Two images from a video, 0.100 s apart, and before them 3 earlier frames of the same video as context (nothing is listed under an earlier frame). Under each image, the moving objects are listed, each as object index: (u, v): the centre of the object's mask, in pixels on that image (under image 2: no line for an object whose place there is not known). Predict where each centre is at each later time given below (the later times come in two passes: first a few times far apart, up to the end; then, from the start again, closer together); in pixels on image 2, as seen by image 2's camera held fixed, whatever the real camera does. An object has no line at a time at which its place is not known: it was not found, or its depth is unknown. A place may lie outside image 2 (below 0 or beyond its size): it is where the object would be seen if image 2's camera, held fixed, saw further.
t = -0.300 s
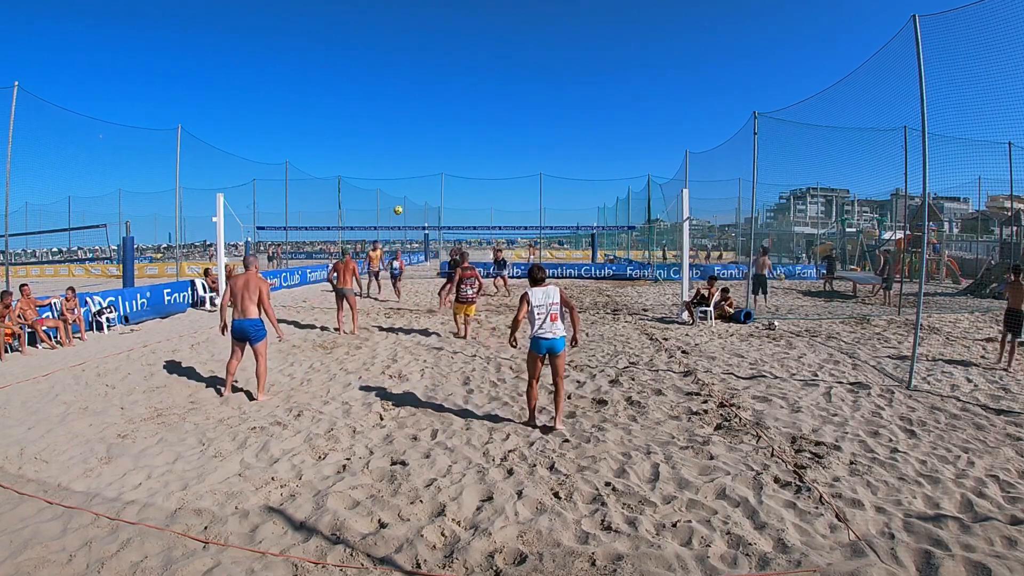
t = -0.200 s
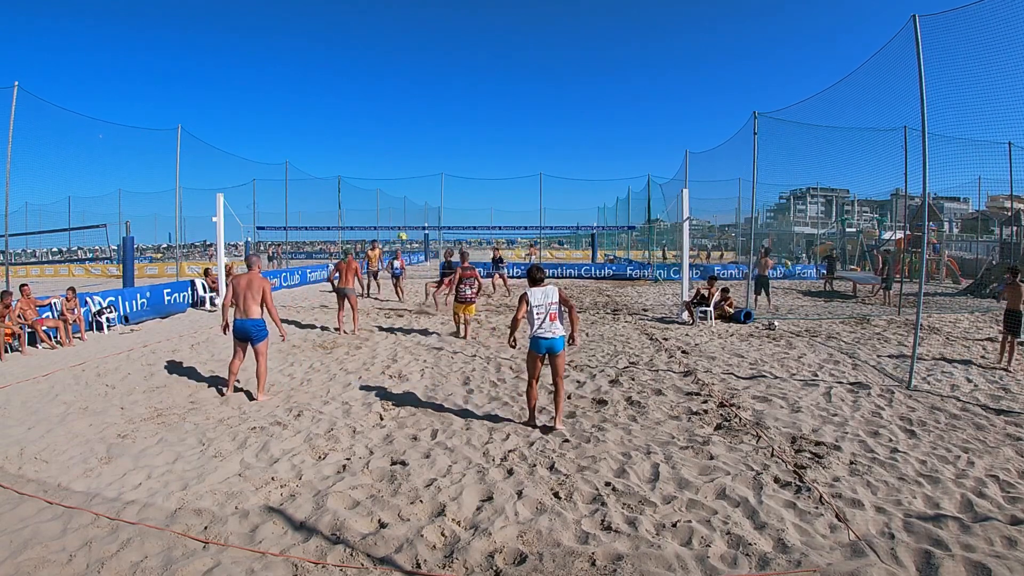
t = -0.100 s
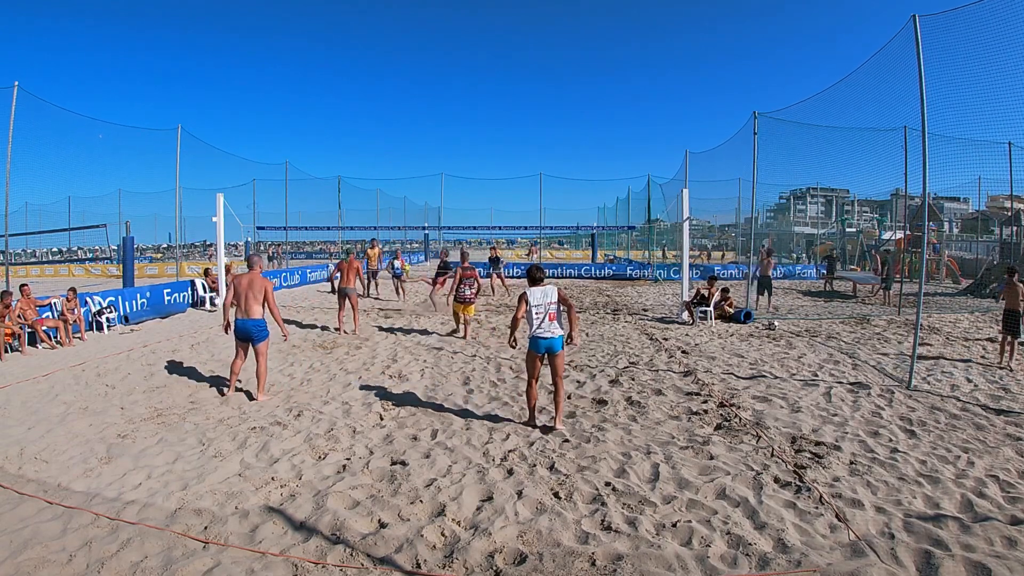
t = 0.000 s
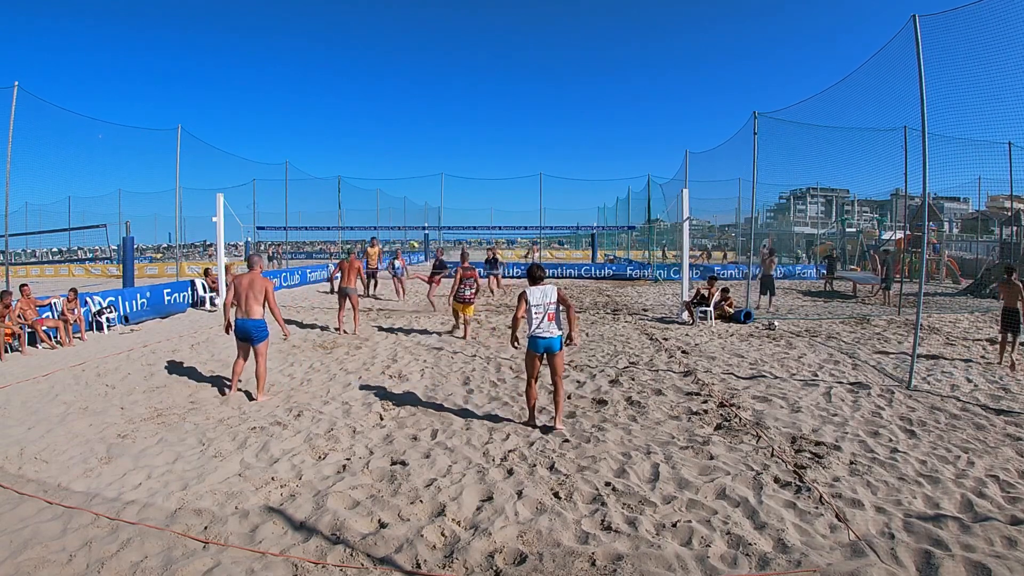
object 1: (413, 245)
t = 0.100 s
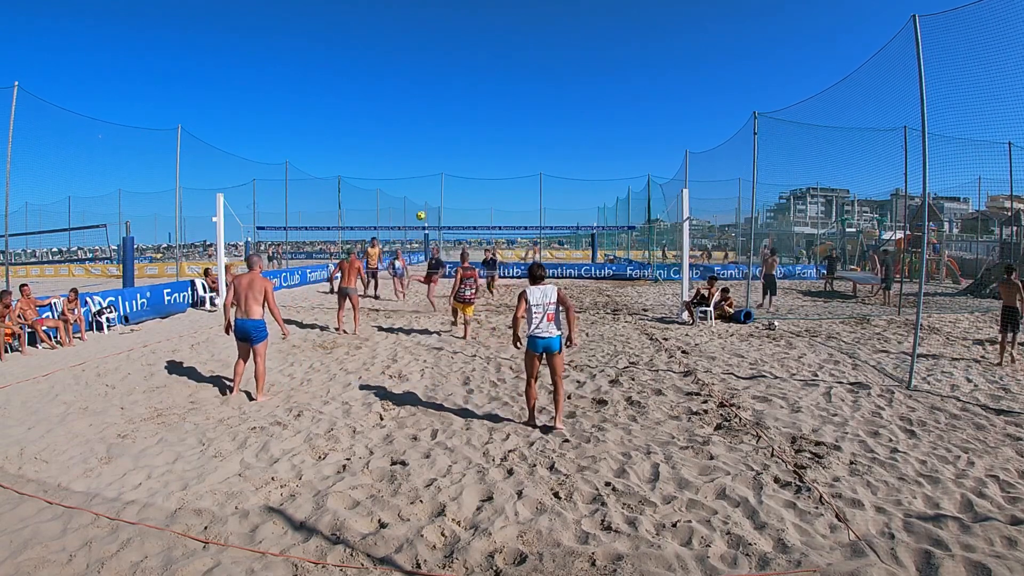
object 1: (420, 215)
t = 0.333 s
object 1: (440, 163)
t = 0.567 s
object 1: (459, 134)
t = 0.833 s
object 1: (481, 129)
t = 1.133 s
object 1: (505, 157)
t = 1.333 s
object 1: (521, 195)
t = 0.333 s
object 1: (440, 163)
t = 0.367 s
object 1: (443, 157)
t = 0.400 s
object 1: (445, 152)
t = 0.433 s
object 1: (448, 148)
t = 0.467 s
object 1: (451, 144)
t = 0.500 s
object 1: (454, 140)
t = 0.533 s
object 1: (456, 137)
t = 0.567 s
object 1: (459, 134)
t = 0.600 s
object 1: (462, 132)
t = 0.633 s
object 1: (465, 130)
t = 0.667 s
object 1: (467, 129)
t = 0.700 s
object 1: (470, 128)
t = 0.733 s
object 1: (473, 128)
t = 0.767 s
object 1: (475, 128)
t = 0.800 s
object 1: (478, 128)
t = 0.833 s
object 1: (481, 129)
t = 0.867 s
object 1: (484, 131)
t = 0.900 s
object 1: (486, 133)
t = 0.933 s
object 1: (489, 135)
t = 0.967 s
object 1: (492, 137)
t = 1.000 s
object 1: (495, 140)
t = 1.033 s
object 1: (497, 144)
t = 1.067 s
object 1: (500, 148)
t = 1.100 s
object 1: (503, 152)
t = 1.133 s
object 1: (505, 157)
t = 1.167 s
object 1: (508, 162)
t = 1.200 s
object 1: (511, 168)
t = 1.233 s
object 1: (513, 174)
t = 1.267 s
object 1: (516, 180)
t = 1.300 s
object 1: (518, 187)
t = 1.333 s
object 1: (521, 195)
